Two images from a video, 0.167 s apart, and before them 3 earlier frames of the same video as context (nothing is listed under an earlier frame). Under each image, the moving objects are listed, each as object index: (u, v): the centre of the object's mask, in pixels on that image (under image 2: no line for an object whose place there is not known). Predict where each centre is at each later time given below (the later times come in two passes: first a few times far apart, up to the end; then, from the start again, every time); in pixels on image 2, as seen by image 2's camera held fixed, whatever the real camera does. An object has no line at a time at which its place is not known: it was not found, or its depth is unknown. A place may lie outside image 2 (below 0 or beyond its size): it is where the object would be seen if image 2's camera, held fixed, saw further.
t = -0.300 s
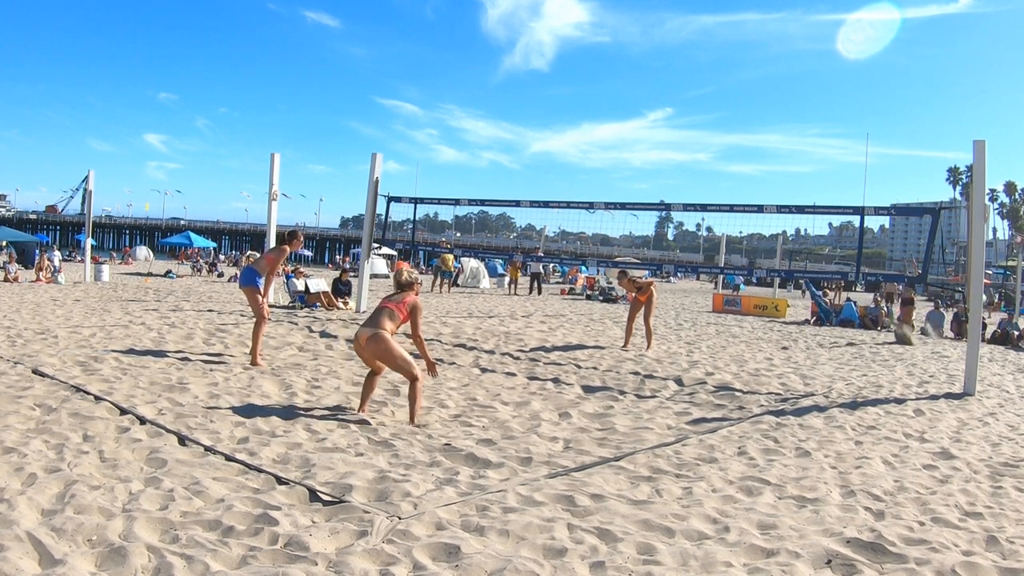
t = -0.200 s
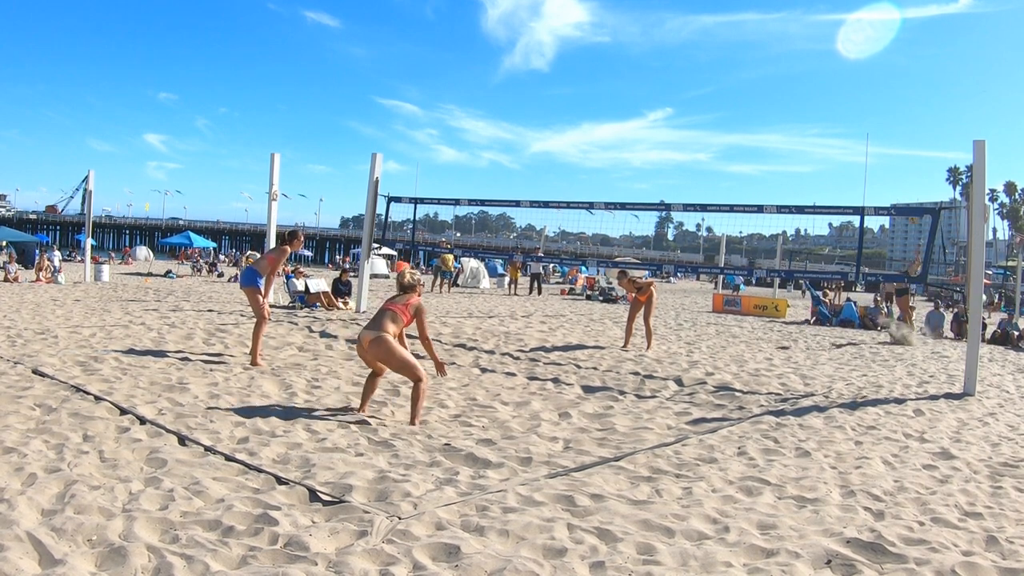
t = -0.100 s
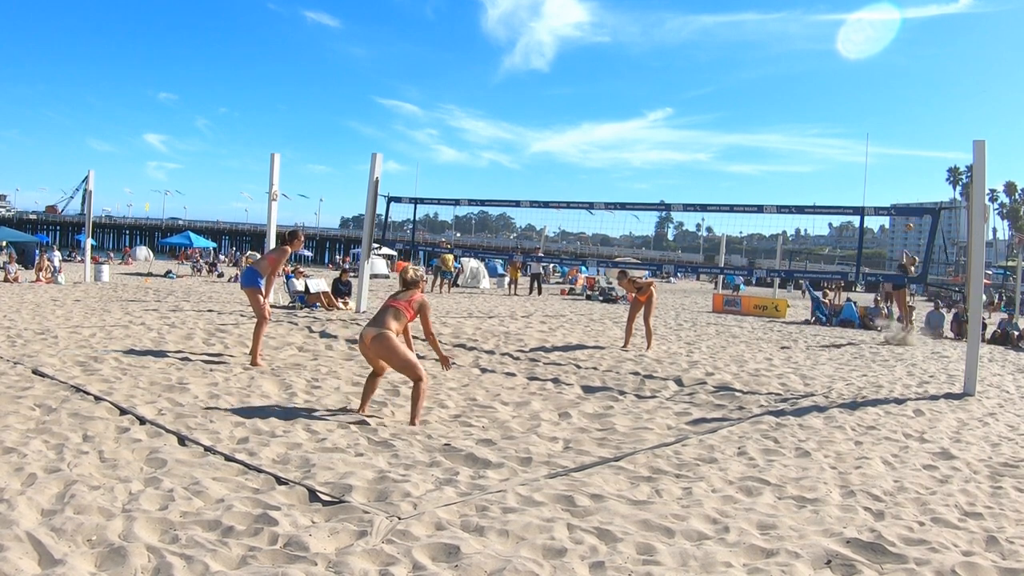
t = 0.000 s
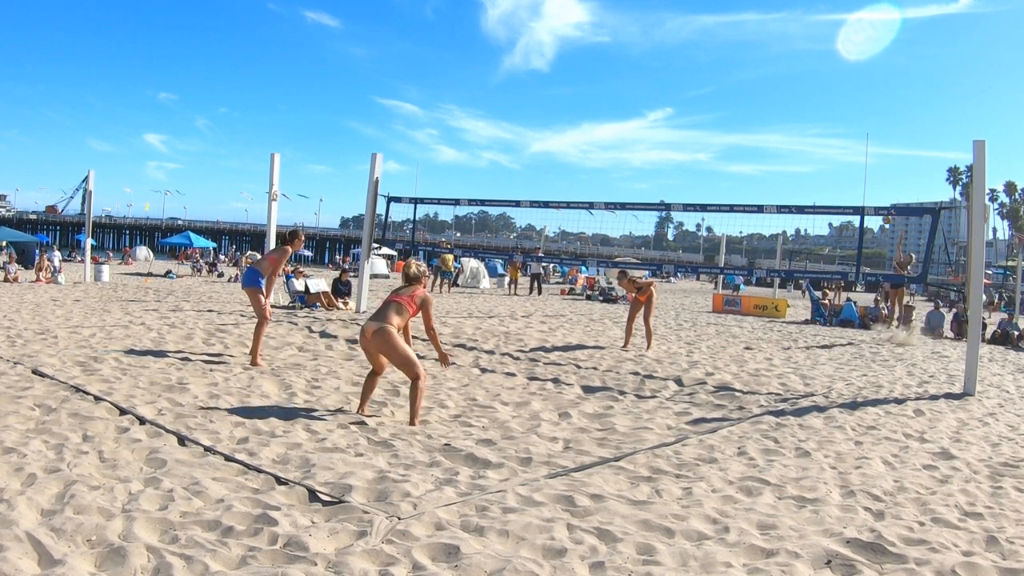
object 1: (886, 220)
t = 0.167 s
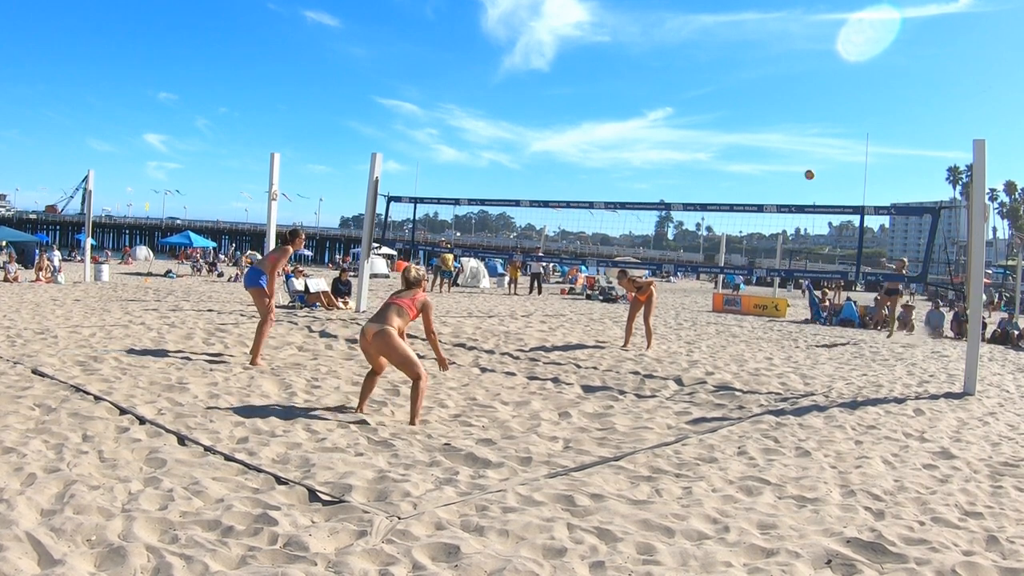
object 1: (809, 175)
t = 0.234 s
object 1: (774, 159)
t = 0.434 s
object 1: (654, 131)
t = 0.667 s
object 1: (496, 136)
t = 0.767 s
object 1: (424, 151)
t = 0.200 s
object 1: (792, 167)
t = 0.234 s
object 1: (774, 159)
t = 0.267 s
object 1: (755, 153)
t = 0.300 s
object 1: (736, 147)
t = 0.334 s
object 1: (716, 142)
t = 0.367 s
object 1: (696, 137)
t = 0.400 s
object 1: (675, 134)
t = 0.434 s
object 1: (654, 131)
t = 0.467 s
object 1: (633, 129)
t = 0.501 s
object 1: (611, 128)
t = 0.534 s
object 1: (588, 127)
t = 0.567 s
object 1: (566, 128)
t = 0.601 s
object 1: (543, 130)
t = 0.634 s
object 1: (520, 132)
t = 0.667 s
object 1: (496, 136)
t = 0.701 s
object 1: (472, 140)
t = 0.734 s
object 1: (448, 145)
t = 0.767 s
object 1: (424, 151)
